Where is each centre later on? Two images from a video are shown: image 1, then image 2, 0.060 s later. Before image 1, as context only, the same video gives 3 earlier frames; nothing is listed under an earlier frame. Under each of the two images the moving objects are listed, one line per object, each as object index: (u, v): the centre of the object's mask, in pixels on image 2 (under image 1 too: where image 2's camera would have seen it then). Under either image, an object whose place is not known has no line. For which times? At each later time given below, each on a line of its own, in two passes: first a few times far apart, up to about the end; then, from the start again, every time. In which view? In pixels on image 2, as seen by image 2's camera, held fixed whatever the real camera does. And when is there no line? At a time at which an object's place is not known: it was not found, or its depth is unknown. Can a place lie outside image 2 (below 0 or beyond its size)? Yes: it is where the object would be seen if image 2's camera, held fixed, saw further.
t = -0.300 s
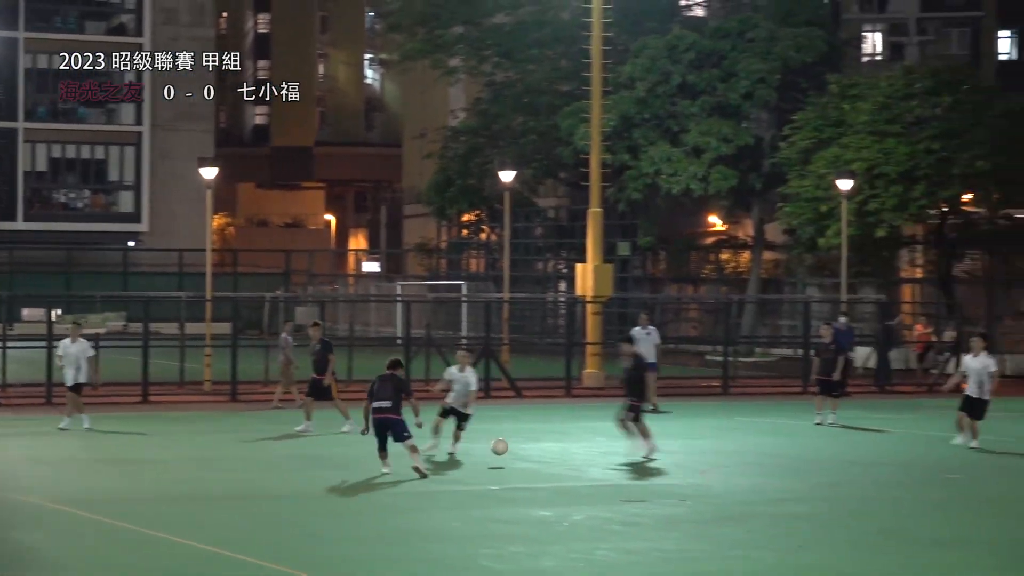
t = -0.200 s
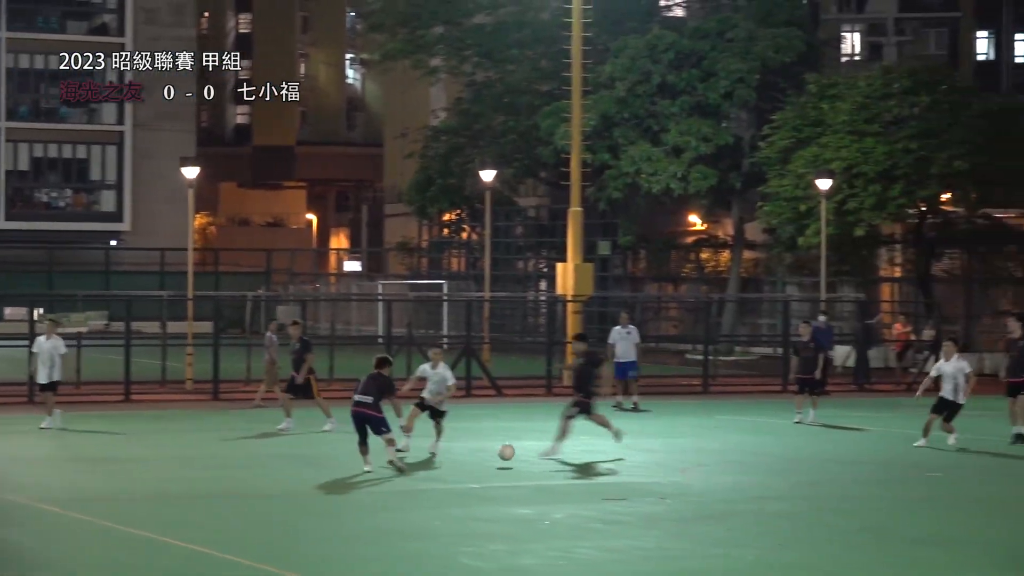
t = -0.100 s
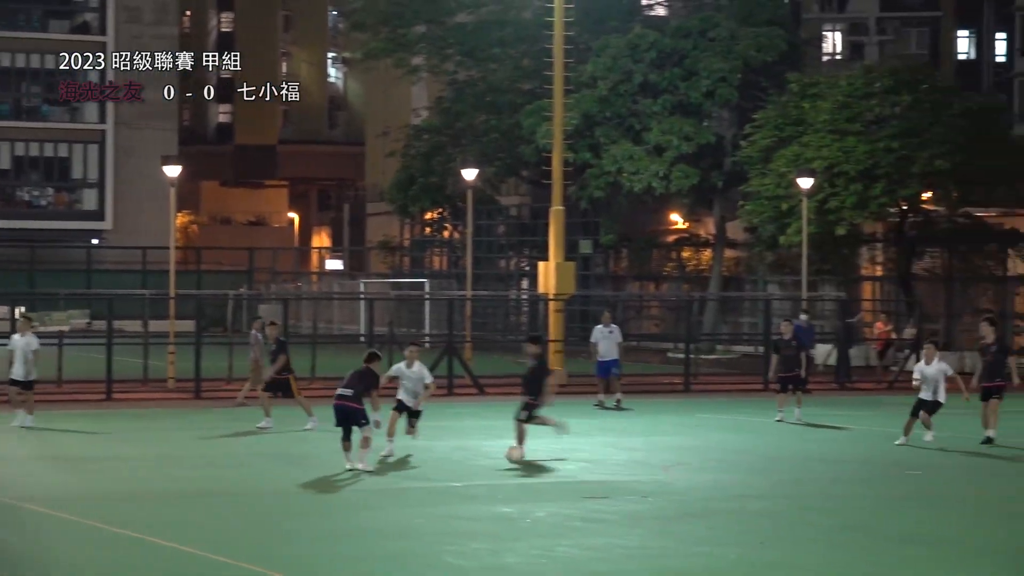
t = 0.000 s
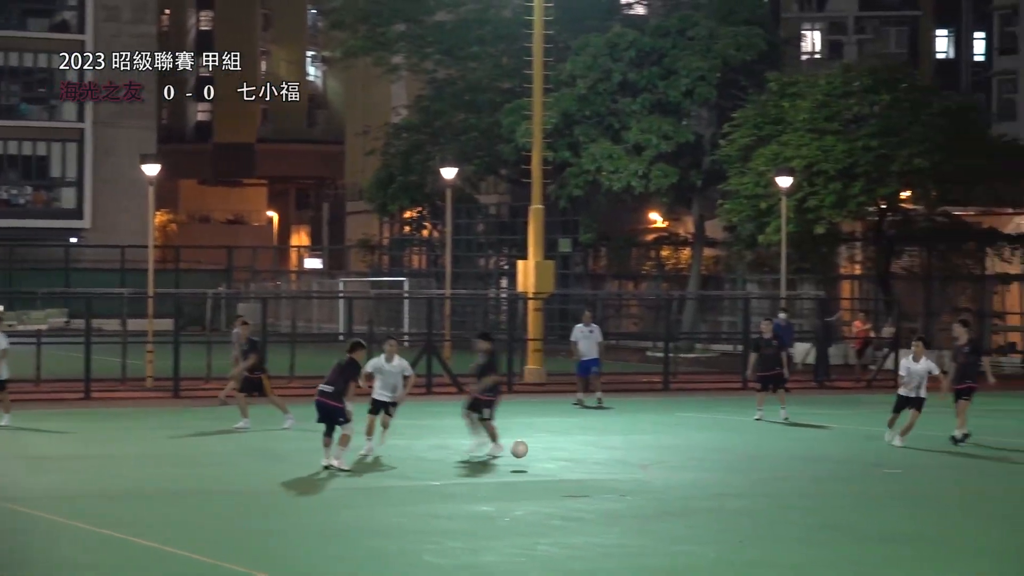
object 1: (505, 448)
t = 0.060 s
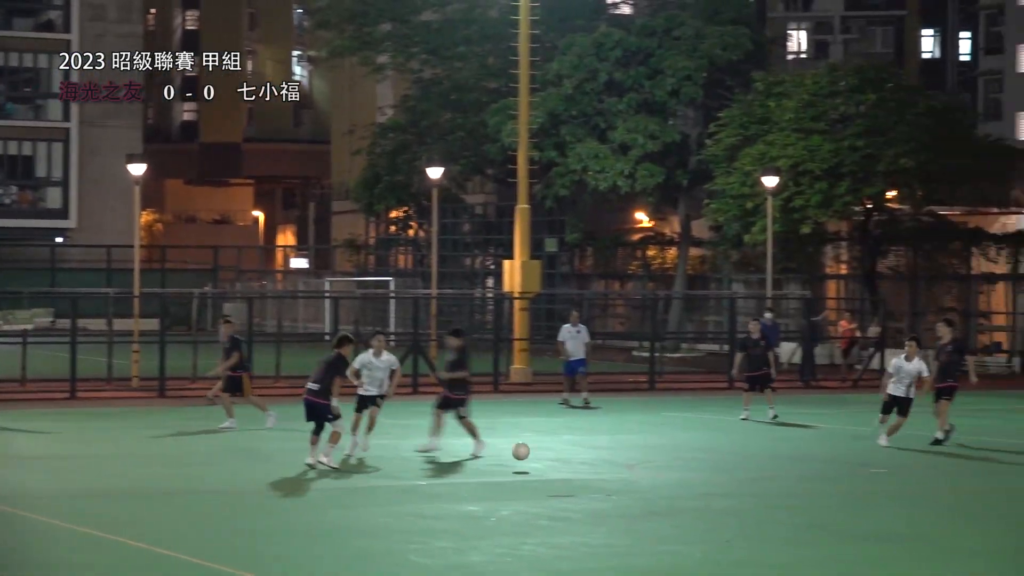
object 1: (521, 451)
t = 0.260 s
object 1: (574, 459)
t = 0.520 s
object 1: (646, 472)
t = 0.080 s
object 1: (526, 453)
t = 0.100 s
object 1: (531, 455)
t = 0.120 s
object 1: (536, 457)
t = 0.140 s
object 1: (542, 460)
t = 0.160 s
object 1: (547, 463)
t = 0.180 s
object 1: (552, 464)
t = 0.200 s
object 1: (557, 462)
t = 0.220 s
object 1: (563, 460)
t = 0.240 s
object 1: (569, 459)
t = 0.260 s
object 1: (574, 459)
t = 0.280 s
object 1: (579, 458)
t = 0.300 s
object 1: (585, 459)
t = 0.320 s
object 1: (590, 459)
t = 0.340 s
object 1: (596, 460)
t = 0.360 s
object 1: (602, 461)
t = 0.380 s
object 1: (607, 463)
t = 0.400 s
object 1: (613, 466)
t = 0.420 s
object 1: (618, 468)
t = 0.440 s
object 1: (624, 471)
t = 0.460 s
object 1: (629, 473)
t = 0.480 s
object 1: (635, 472)
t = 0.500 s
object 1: (641, 472)
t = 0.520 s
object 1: (646, 472)
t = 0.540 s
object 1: (652, 472)
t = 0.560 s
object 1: (658, 473)
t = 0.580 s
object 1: (664, 474)
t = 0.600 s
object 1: (669, 475)
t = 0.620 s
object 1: (675, 477)
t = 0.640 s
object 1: (681, 479)
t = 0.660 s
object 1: (686, 482)
